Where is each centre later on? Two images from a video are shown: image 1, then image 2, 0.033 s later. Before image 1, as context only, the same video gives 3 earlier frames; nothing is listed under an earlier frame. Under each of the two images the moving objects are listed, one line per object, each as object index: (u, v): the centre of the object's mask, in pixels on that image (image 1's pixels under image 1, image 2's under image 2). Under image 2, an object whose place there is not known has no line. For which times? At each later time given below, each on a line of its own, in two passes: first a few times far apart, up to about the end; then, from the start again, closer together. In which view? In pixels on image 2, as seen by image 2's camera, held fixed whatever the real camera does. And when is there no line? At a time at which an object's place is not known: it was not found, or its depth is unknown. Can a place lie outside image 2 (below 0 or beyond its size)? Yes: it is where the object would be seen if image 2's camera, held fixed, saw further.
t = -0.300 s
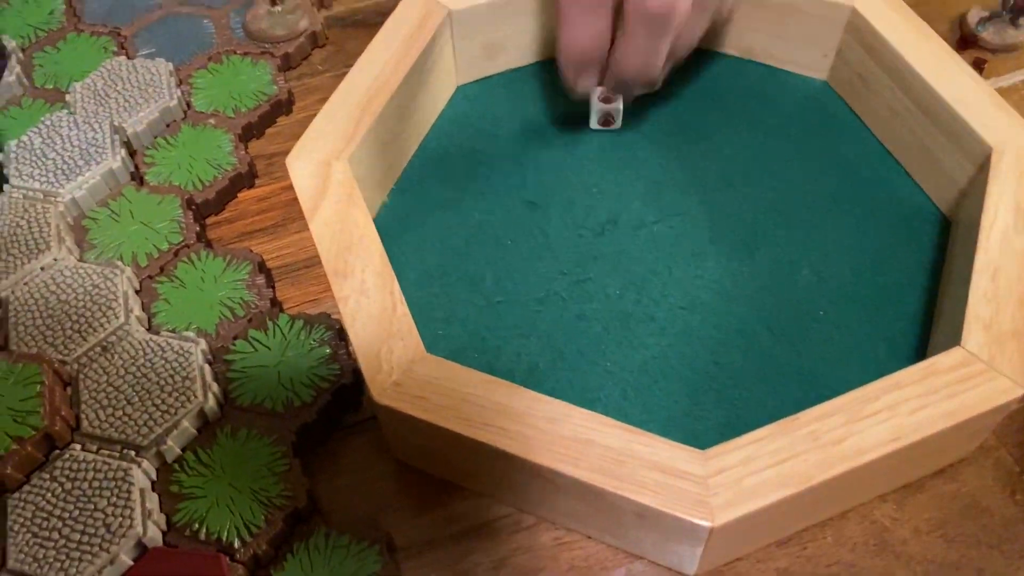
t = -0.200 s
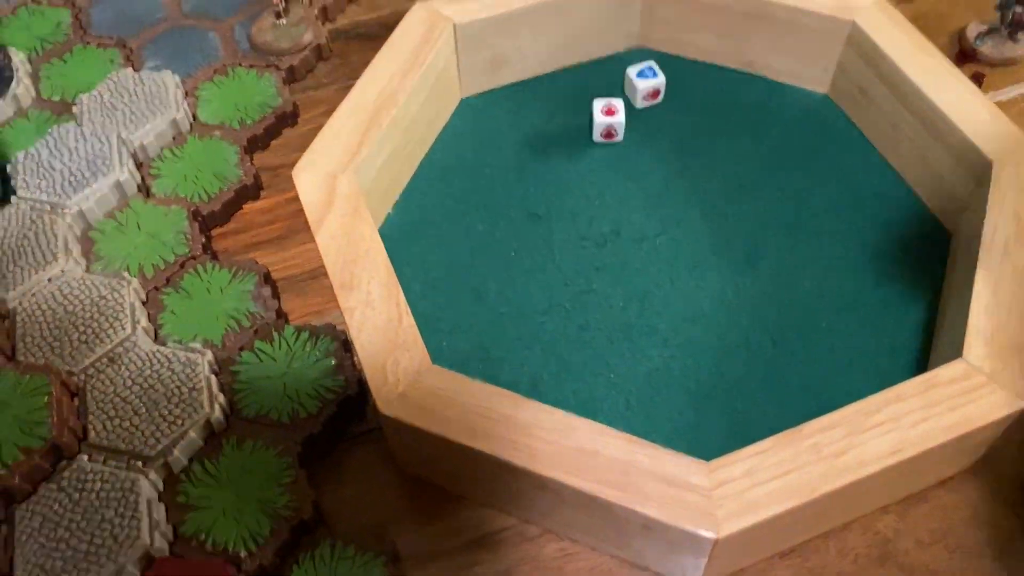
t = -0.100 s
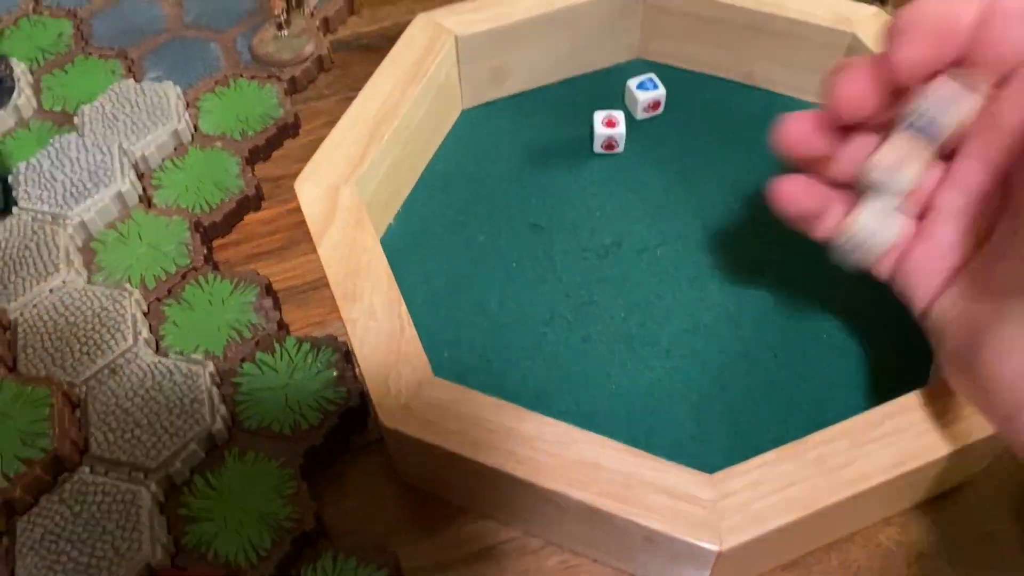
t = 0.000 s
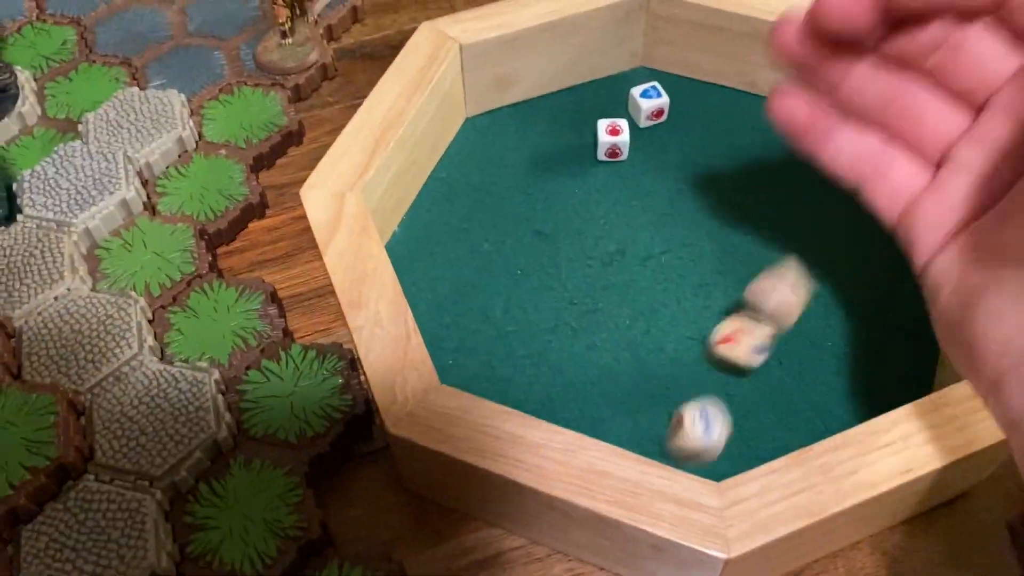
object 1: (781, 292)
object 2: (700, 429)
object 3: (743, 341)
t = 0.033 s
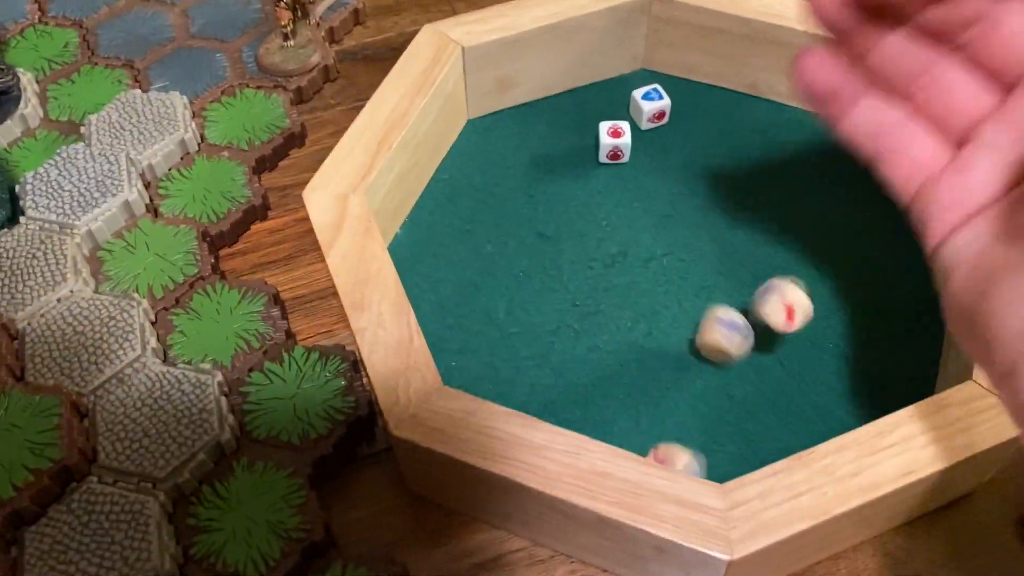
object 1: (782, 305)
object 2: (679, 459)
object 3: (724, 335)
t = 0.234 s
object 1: (875, 382)
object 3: (624, 285)
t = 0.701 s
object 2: (664, 293)
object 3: (608, 277)
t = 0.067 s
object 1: (797, 308)
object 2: (681, 443)
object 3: (705, 324)
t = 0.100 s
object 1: (803, 326)
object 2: (693, 420)
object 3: (681, 315)
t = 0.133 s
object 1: (819, 339)
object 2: (704, 394)
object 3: (664, 305)
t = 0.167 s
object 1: (842, 342)
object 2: (711, 373)
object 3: (642, 296)
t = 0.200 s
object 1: (858, 362)
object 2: (710, 355)
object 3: (631, 288)
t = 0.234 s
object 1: (875, 382)
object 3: (624, 285)
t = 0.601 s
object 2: (672, 296)
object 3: (608, 277)
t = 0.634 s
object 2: (669, 296)
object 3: (608, 277)
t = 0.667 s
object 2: (664, 293)
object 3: (608, 277)
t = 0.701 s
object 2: (664, 293)
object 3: (608, 277)
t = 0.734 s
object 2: (667, 295)
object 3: (608, 277)
